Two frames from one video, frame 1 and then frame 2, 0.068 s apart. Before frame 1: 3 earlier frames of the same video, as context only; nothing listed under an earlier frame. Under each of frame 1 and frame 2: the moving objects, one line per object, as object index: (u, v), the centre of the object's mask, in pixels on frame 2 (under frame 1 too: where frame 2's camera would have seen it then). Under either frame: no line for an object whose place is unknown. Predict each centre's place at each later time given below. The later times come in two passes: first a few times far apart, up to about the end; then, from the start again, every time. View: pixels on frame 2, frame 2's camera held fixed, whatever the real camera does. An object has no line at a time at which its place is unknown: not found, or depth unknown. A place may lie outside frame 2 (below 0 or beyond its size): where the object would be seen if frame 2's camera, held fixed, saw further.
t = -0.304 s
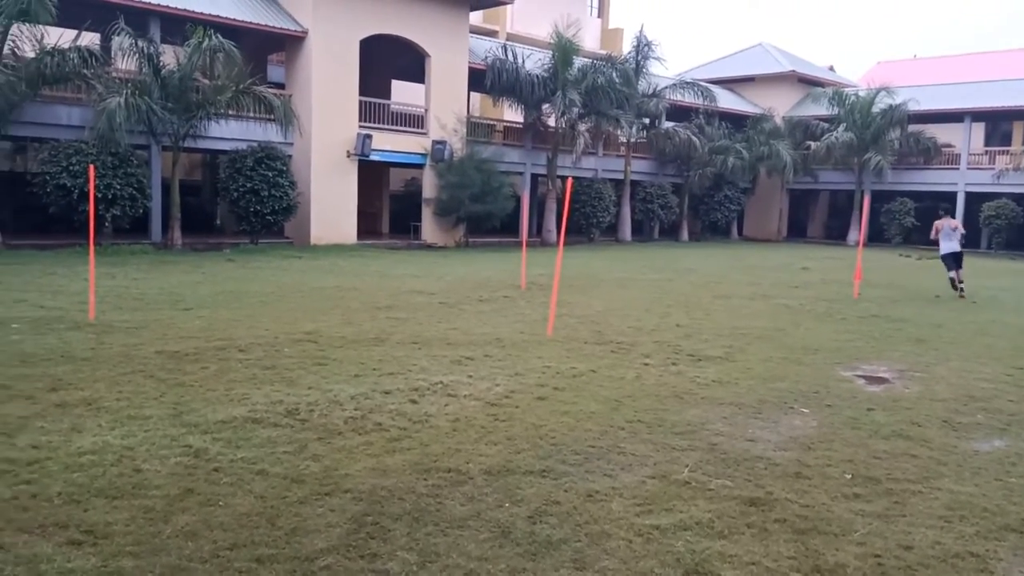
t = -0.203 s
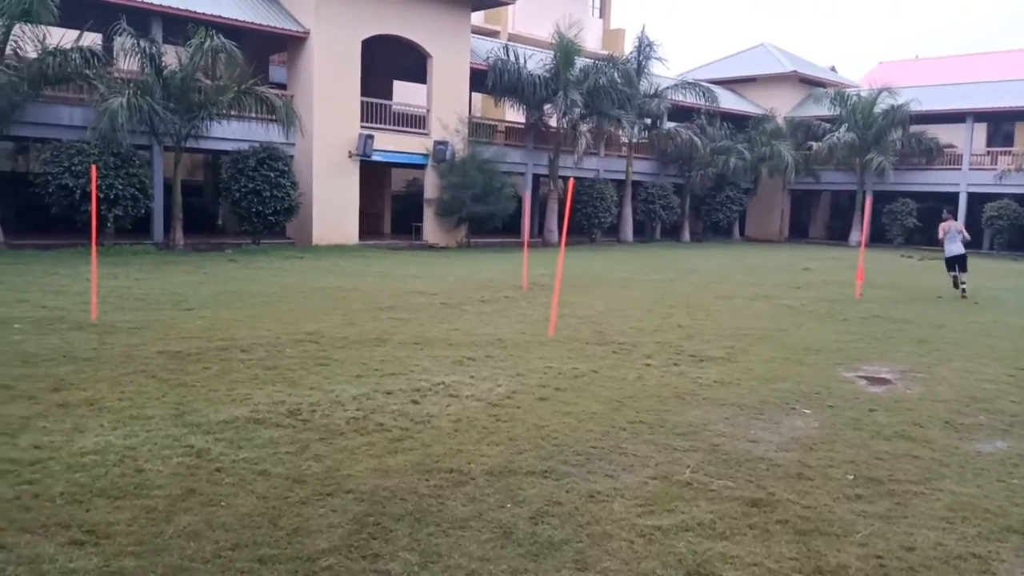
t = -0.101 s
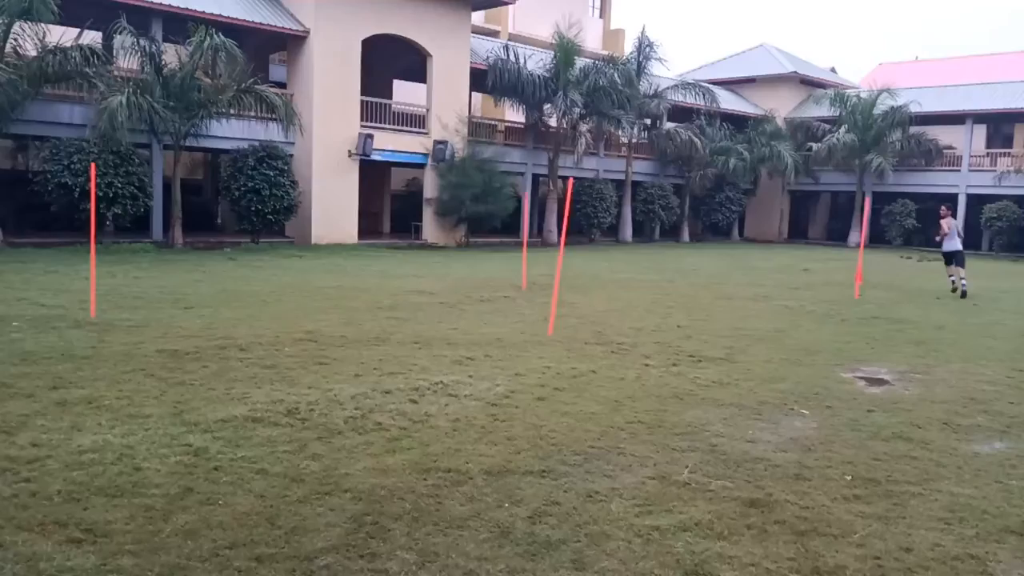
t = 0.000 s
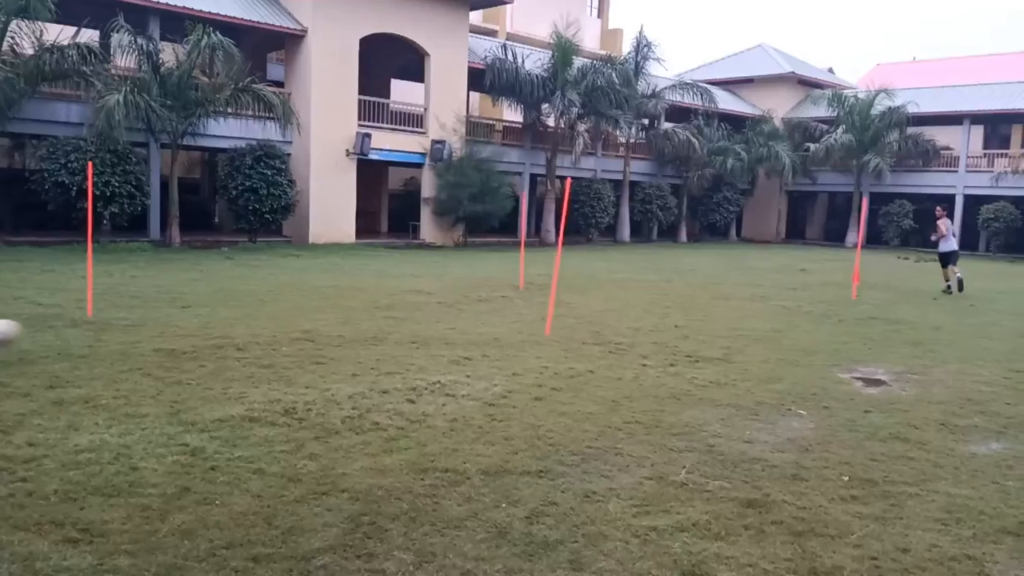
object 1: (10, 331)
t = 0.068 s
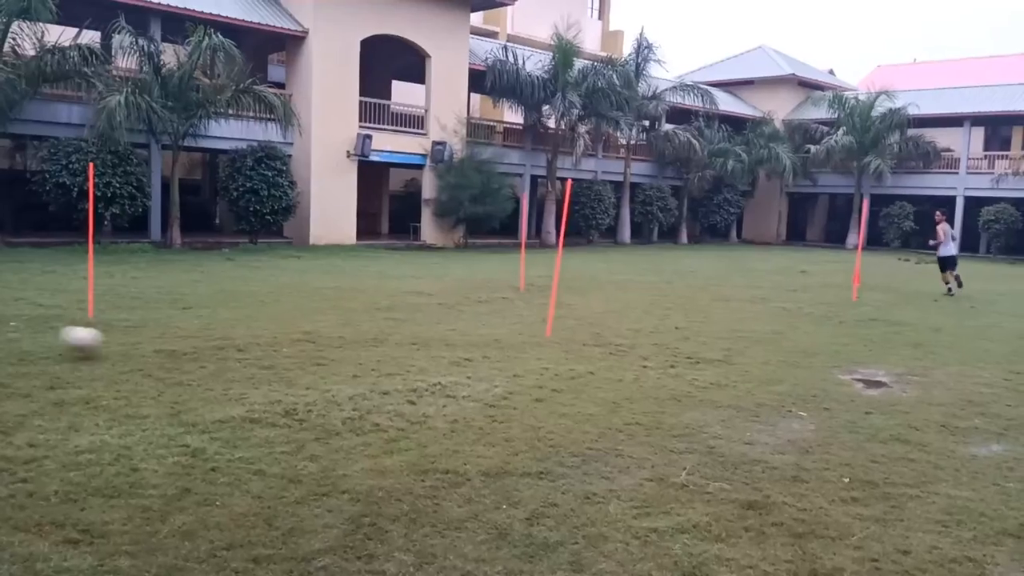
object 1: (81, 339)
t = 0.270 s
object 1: (247, 316)
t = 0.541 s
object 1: (396, 314)
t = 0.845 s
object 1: (503, 306)
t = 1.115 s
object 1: (576, 304)
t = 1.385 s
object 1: (635, 298)
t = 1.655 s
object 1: (683, 293)
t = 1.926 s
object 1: (725, 290)
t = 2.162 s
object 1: (754, 288)
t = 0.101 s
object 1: (119, 343)
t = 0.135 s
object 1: (149, 337)
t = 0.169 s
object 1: (174, 329)
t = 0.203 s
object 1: (199, 323)
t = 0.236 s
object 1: (224, 318)
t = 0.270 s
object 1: (247, 316)
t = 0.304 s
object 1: (270, 314)
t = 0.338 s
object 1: (291, 314)
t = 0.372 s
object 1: (312, 314)
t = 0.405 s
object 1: (332, 317)
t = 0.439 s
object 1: (351, 321)
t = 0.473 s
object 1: (367, 321)
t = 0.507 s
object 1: (382, 316)
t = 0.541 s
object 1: (396, 314)
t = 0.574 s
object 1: (410, 312)
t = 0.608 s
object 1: (423, 312)
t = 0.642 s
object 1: (435, 312)
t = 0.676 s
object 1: (448, 314)
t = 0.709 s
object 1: (460, 315)
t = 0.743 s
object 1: (471, 312)
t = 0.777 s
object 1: (482, 308)
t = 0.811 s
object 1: (493, 307)
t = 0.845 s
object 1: (503, 306)
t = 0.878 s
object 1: (513, 306)
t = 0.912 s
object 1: (523, 307)
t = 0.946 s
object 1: (533, 307)
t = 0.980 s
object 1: (541, 306)
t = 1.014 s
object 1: (550, 305)
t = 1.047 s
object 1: (560, 304)
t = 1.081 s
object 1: (567, 304)
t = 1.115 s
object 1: (576, 304)
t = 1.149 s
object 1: (583, 303)
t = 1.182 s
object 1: (591, 302)
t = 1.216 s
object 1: (599, 302)
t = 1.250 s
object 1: (607, 301)
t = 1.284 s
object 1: (614, 300)
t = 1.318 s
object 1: (621, 298)
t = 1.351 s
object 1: (628, 298)
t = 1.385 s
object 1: (635, 298)
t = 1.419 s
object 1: (641, 298)
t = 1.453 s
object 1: (647, 297)
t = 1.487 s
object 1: (654, 297)
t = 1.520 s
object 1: (660, 297)
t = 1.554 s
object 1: (666, 296)
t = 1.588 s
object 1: (672, 295)
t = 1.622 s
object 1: (677, 294)
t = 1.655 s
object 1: (683, 293)
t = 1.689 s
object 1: (689, 293)
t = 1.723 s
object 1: (694, 293)
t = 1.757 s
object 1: (699, 292)
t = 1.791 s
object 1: (705, 291)
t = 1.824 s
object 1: (710, 290)
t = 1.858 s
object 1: (715, 290)
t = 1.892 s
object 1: (720, 291)
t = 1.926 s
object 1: (725, 290)
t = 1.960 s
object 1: (729, 289)
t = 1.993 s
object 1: (733, 289)
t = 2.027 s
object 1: (738, 289)
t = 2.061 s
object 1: (742, 289)
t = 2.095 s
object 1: (746, 288)
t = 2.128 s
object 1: (750, 288)
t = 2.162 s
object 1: (754, 288)
